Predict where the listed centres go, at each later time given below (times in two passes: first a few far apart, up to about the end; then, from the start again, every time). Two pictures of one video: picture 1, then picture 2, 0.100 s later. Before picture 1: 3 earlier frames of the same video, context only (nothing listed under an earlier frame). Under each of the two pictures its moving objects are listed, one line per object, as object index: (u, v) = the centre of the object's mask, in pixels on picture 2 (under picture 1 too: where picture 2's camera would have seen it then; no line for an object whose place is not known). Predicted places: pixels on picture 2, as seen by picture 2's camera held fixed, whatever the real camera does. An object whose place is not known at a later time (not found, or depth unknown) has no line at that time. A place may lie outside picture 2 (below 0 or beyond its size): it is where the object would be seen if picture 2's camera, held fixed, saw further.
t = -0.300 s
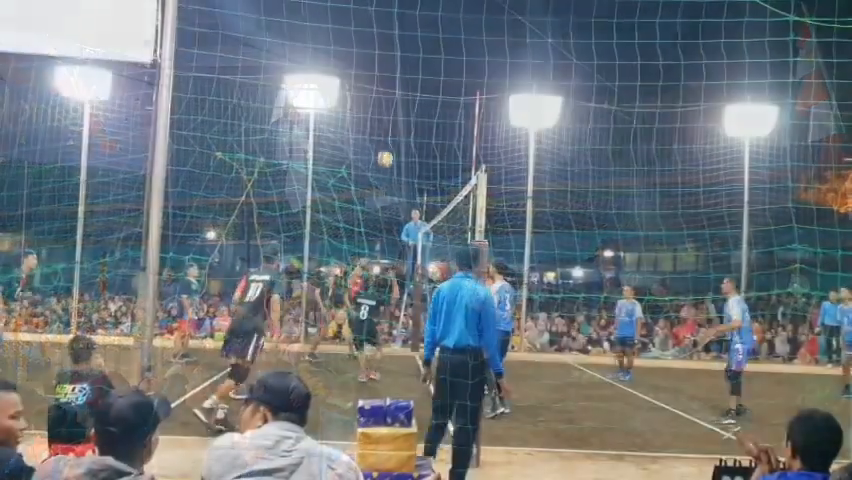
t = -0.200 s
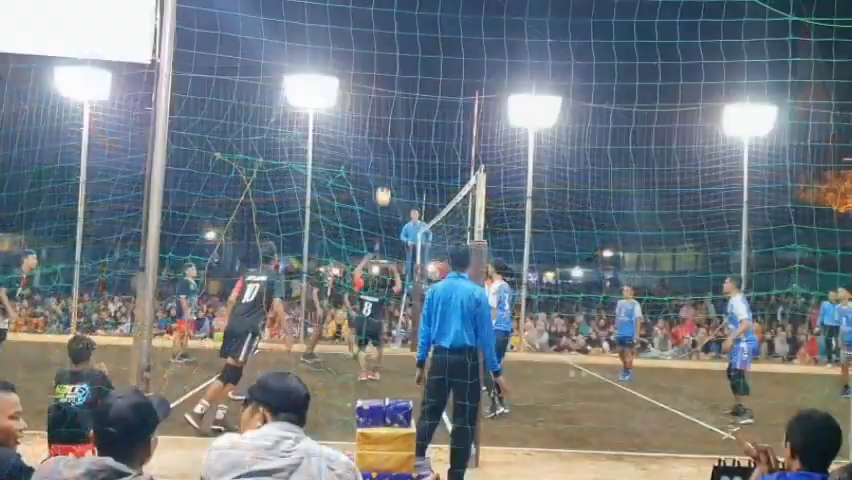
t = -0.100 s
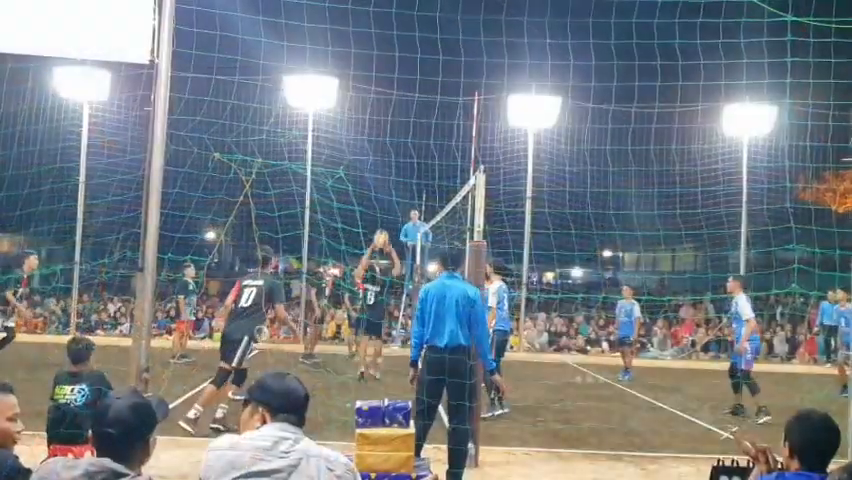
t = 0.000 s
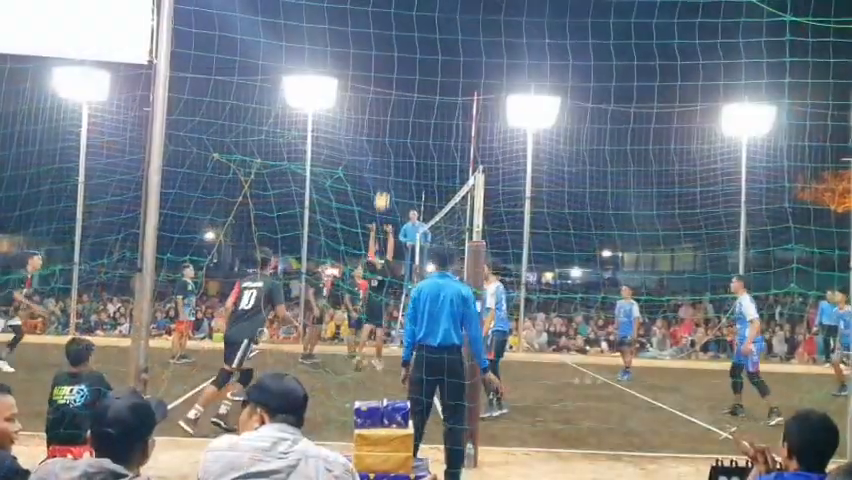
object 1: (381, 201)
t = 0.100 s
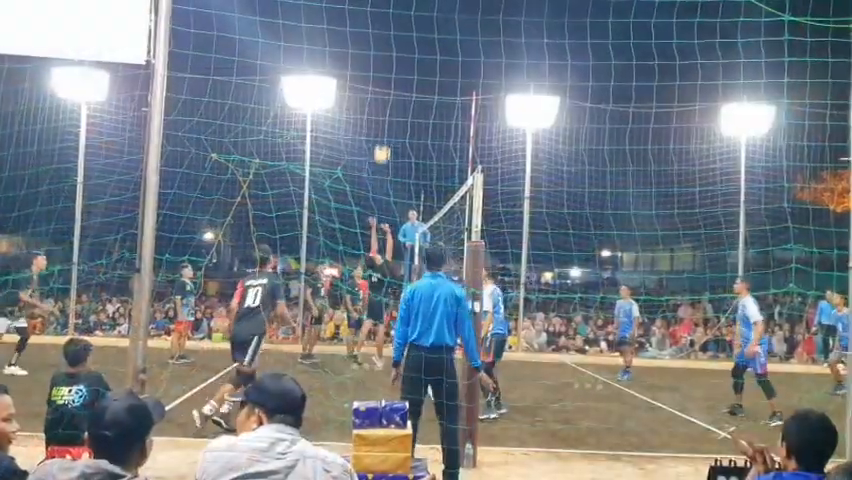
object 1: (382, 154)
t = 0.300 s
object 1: (381, 77)
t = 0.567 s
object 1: (378, 15)
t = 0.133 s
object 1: (382, 139)
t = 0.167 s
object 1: (382, 126)
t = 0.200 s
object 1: (382, 113)
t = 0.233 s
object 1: (382, 100)
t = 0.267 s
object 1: (381, 88)
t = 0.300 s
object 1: (381, 77)
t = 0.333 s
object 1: (381, 67)
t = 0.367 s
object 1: (381, 57)
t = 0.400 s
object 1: (380, 48)
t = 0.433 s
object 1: (380, 40)
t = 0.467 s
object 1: (379, 32)
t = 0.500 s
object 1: (378, 26)
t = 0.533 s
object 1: (378, 19)
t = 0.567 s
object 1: (378, 15)
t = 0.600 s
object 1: (378, 10)
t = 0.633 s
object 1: (378, 8)
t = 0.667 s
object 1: (378, 7)
